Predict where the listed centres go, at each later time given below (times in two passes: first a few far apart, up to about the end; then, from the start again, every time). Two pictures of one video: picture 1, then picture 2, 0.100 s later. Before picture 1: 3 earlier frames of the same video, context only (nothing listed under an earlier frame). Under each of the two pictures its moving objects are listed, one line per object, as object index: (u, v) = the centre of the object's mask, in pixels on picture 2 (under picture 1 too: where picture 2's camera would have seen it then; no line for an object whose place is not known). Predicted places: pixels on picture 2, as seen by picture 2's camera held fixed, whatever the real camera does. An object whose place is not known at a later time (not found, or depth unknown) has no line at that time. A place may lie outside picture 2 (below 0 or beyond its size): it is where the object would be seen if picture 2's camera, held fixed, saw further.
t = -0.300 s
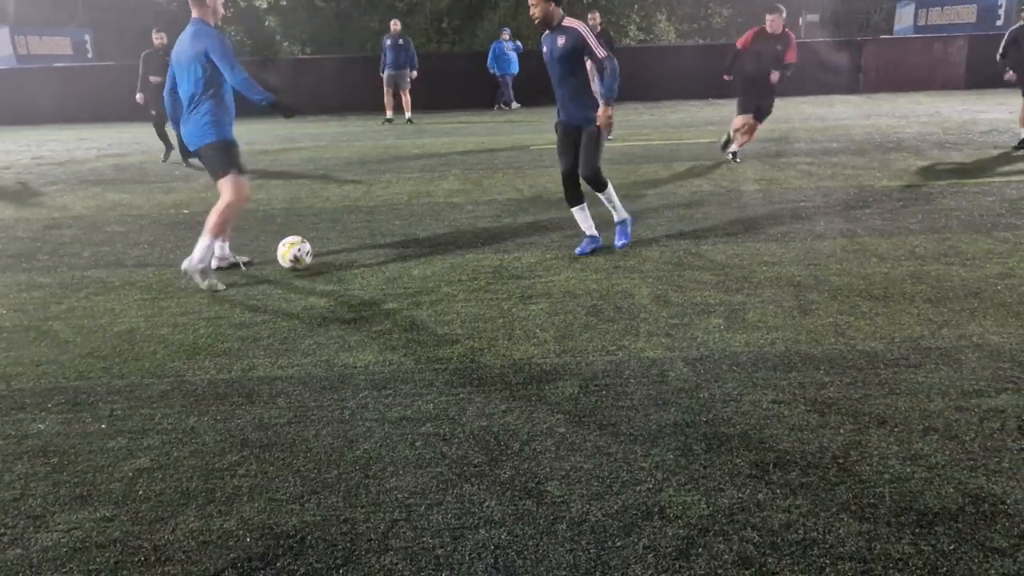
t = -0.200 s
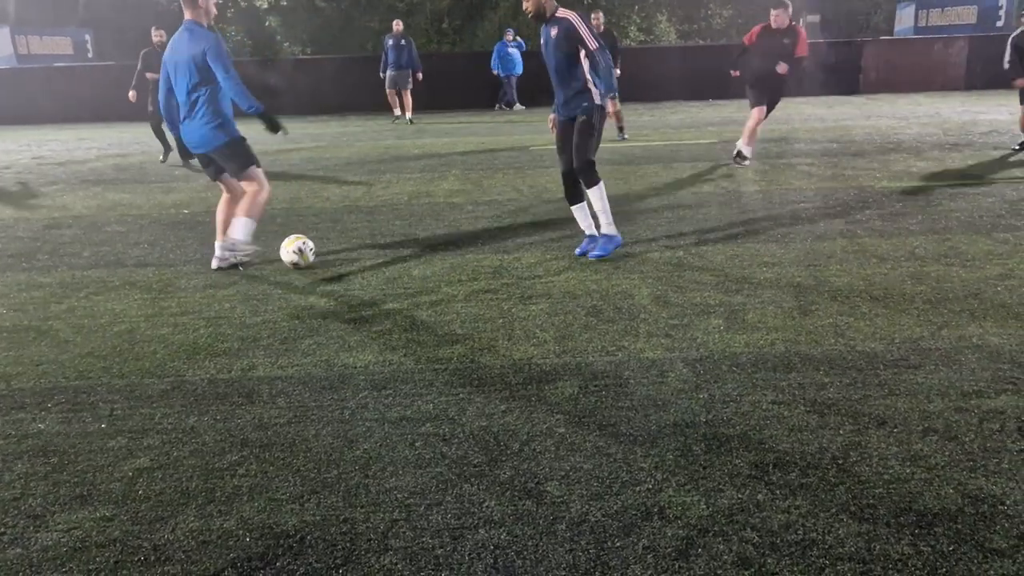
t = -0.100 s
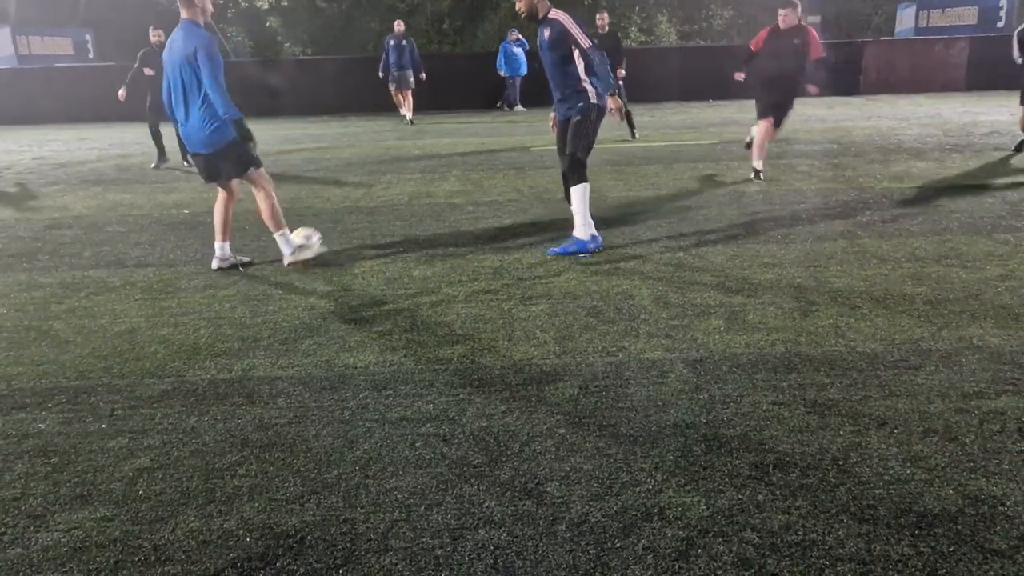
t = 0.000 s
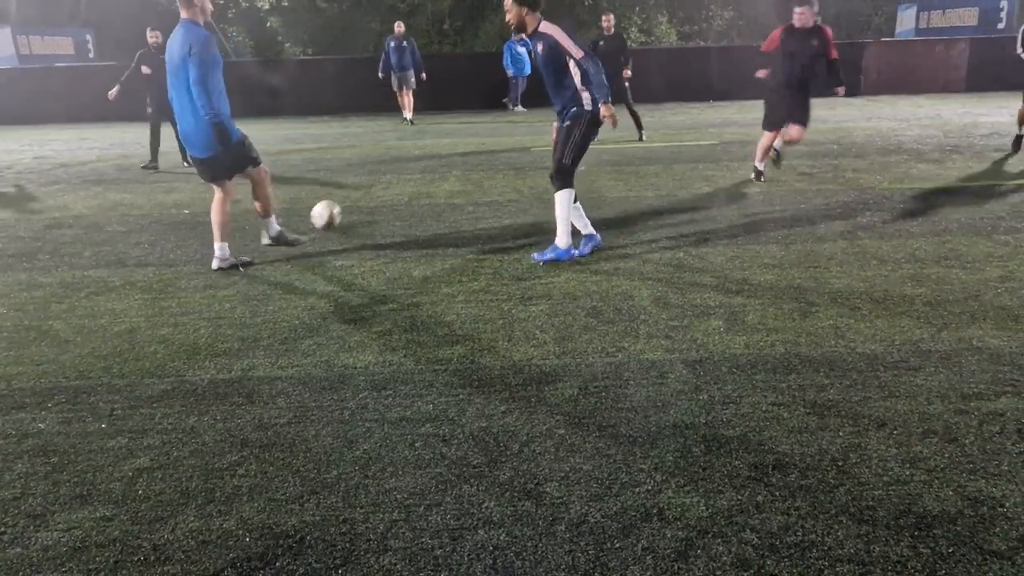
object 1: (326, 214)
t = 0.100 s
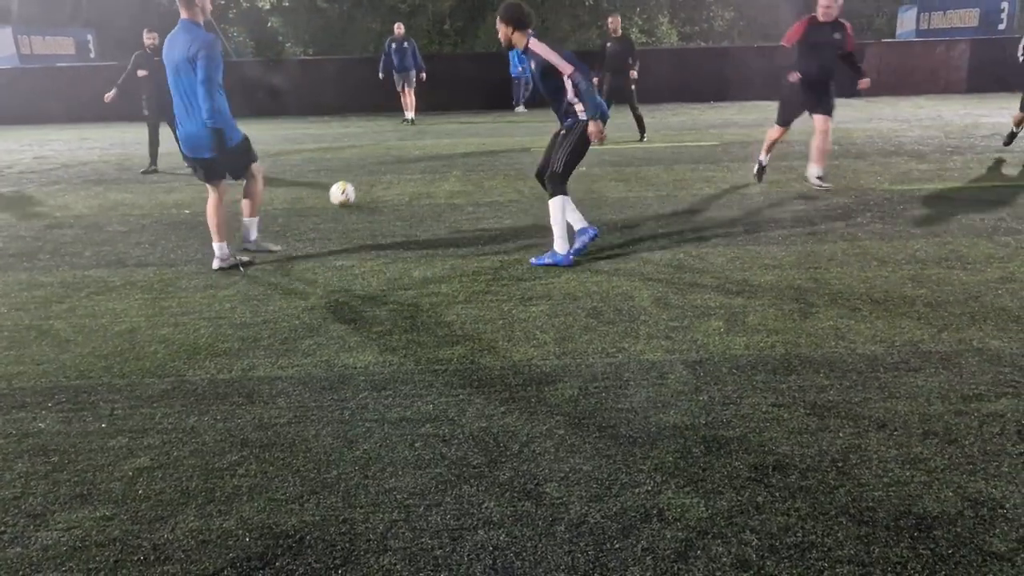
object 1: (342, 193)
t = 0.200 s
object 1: (353, 179)
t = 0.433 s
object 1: (371, 156)
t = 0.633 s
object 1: (381, 142)
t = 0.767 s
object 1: (386, 136)
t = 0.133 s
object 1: (346, 189)
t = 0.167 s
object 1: (350, 183)
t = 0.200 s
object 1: (353, 179)
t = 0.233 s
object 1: (356, 175)
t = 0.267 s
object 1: (360, 171)
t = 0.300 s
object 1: (363, 167)
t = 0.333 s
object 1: (365, 165)
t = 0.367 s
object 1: (367, 161)
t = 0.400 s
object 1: (369, 158)
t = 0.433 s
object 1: (371, 156)
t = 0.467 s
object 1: (373, 153)
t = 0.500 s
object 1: (375, 150)
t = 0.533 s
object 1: (376, 148)
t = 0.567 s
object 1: (378, 145)
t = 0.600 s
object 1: (380, 143)
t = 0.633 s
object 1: (381, 142)
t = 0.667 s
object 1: (382, 140)
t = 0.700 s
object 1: (383, 138)
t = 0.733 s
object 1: (385, 137)
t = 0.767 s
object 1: (386, 136)
